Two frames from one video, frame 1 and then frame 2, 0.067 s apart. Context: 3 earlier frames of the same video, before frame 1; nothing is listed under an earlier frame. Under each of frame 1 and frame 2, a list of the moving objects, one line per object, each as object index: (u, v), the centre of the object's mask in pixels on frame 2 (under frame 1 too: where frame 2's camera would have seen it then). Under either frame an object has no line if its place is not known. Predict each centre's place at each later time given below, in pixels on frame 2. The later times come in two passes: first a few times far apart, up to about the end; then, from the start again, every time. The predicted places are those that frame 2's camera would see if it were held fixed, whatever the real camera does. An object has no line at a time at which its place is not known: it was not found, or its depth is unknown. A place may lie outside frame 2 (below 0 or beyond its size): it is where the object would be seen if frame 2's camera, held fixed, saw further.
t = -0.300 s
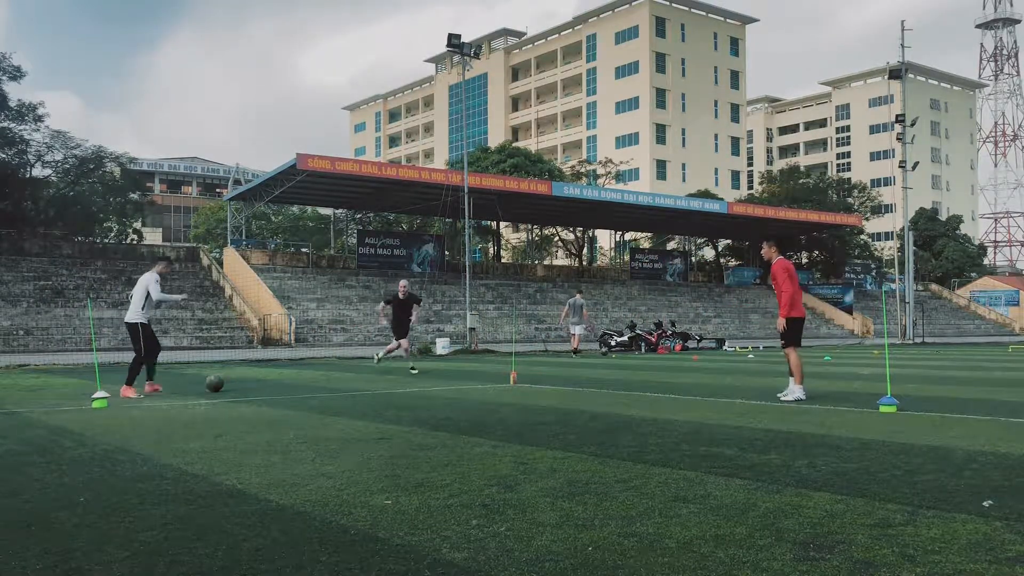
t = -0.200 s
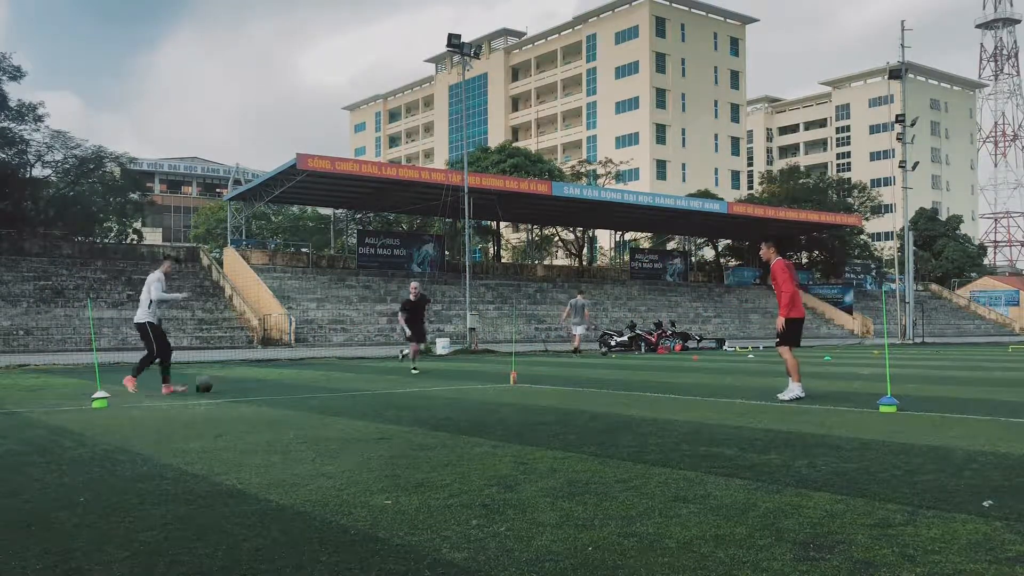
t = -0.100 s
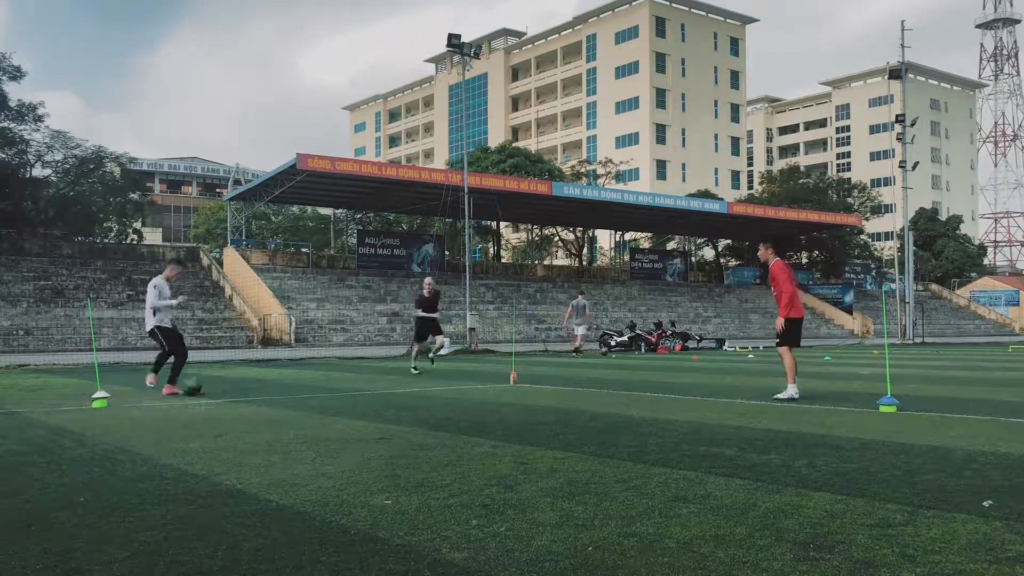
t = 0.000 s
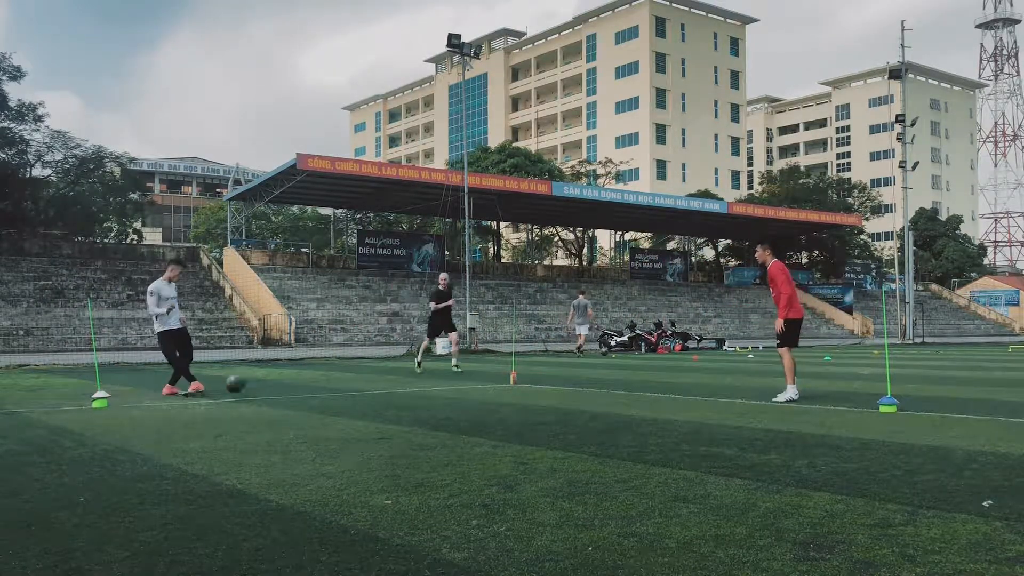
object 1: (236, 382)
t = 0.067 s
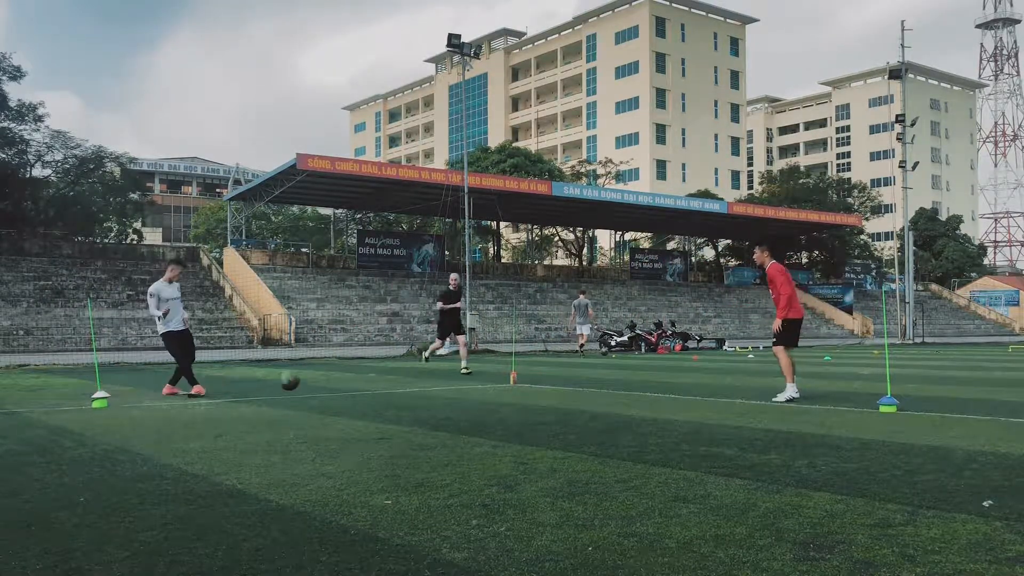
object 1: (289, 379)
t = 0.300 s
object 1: (468, 375)
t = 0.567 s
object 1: (643, 380)
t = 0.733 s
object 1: (742, 388)
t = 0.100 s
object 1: (316, 379)
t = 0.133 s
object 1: (344, 381)
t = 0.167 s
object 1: (372, 382)
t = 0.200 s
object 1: (399, 385)
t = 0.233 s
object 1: (422, 382)
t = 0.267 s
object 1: (445, 380)
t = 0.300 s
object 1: (468, 375)
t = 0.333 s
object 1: (491, 376)
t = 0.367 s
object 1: (514, 380)
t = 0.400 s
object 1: (537, 378)
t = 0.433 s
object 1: (559, 381)
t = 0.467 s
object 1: (583, 384)
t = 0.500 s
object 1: (605, 385)
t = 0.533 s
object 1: (624, 382)
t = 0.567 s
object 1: (643, 380)
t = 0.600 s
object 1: (662, 380)
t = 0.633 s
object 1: (683, 380)
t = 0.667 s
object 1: (701, 383)
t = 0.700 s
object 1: (722, 384)
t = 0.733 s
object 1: (742, 388)
